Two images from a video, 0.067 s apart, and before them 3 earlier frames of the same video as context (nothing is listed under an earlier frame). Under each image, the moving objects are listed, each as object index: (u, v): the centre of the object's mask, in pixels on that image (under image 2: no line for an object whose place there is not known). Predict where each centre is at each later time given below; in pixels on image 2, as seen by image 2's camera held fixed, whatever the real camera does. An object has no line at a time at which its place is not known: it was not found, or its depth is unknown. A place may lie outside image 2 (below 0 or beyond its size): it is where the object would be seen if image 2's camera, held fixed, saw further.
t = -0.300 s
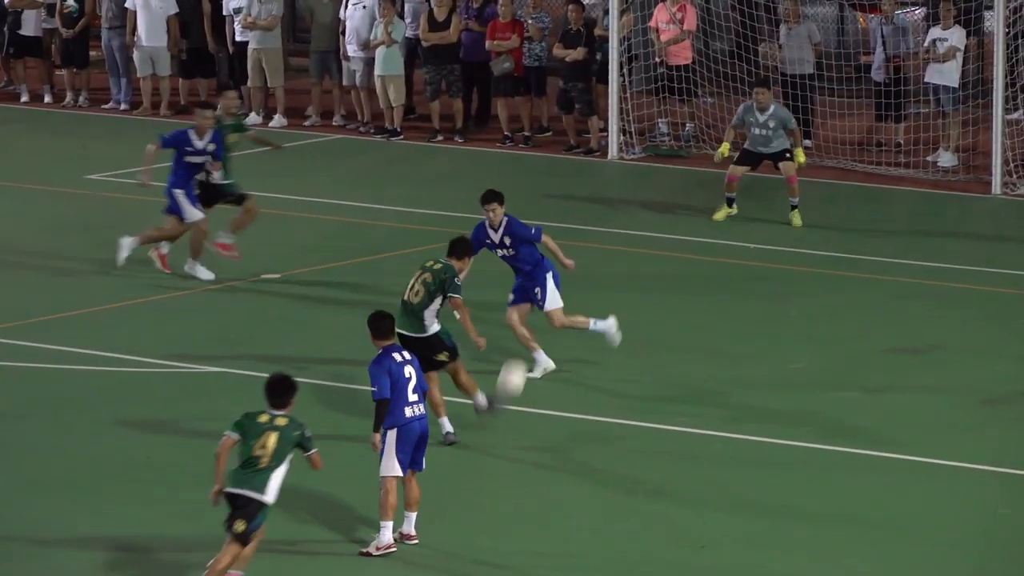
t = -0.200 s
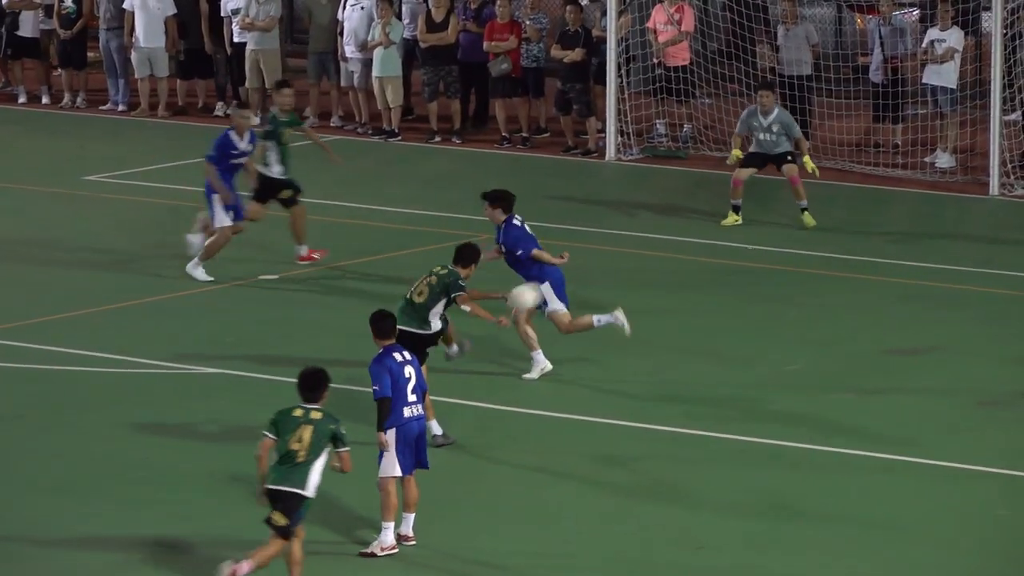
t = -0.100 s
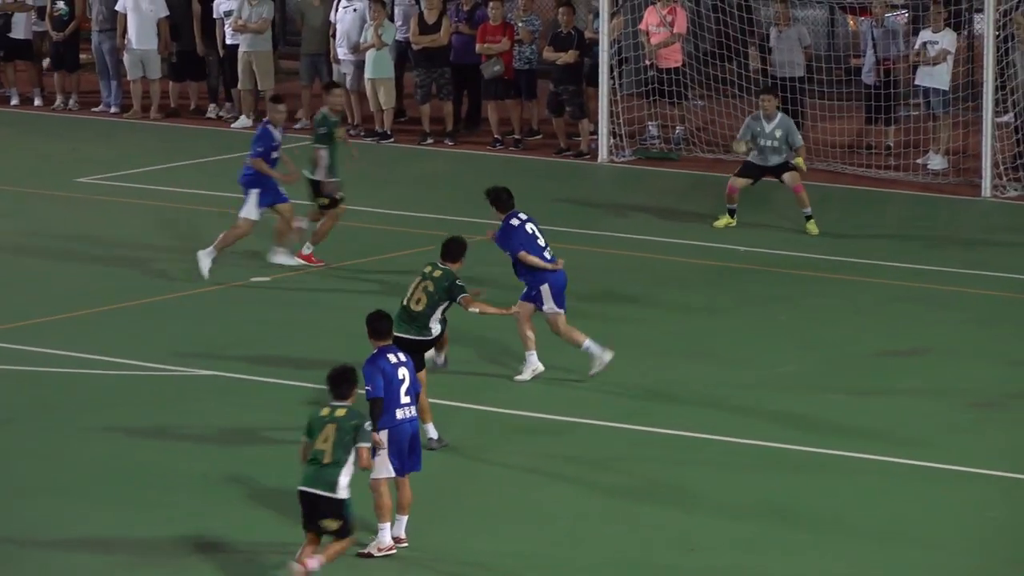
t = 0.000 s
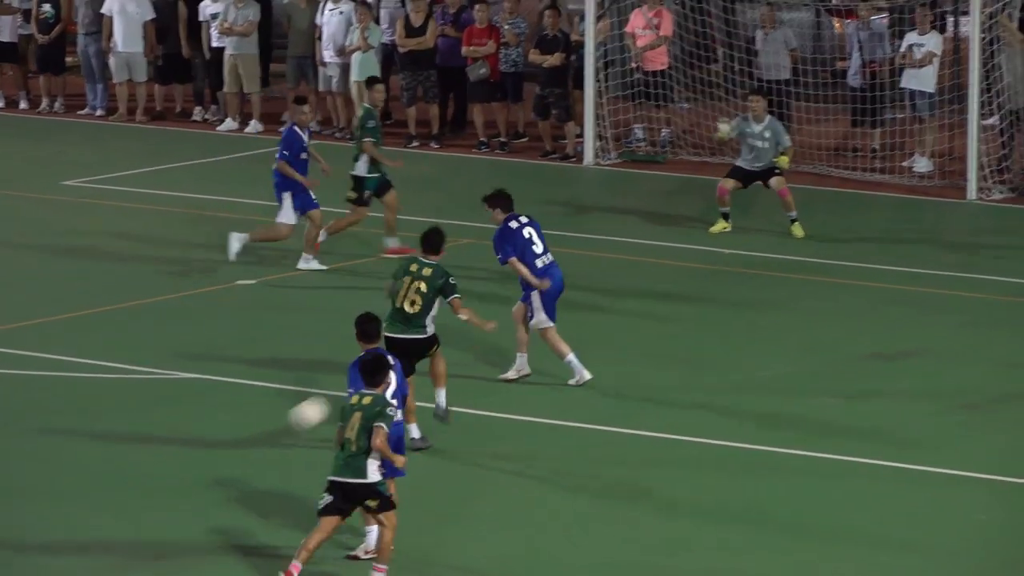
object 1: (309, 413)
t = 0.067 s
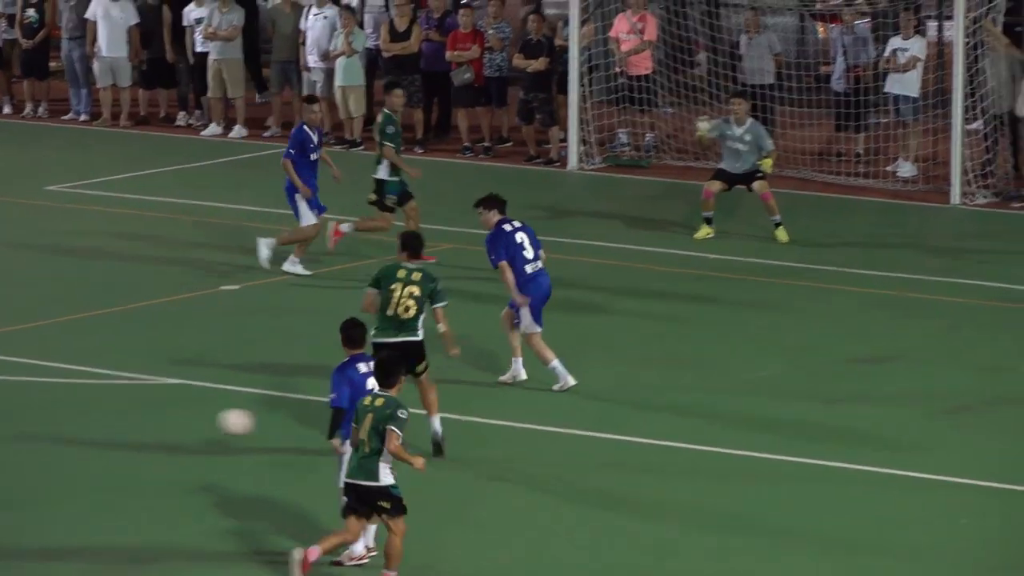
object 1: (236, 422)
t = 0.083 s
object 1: (224, 418)
